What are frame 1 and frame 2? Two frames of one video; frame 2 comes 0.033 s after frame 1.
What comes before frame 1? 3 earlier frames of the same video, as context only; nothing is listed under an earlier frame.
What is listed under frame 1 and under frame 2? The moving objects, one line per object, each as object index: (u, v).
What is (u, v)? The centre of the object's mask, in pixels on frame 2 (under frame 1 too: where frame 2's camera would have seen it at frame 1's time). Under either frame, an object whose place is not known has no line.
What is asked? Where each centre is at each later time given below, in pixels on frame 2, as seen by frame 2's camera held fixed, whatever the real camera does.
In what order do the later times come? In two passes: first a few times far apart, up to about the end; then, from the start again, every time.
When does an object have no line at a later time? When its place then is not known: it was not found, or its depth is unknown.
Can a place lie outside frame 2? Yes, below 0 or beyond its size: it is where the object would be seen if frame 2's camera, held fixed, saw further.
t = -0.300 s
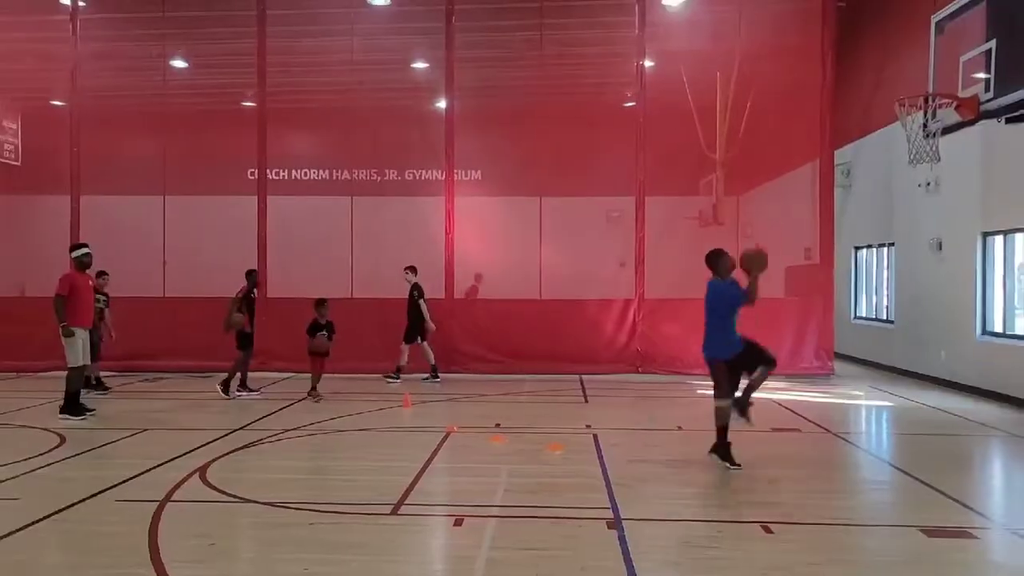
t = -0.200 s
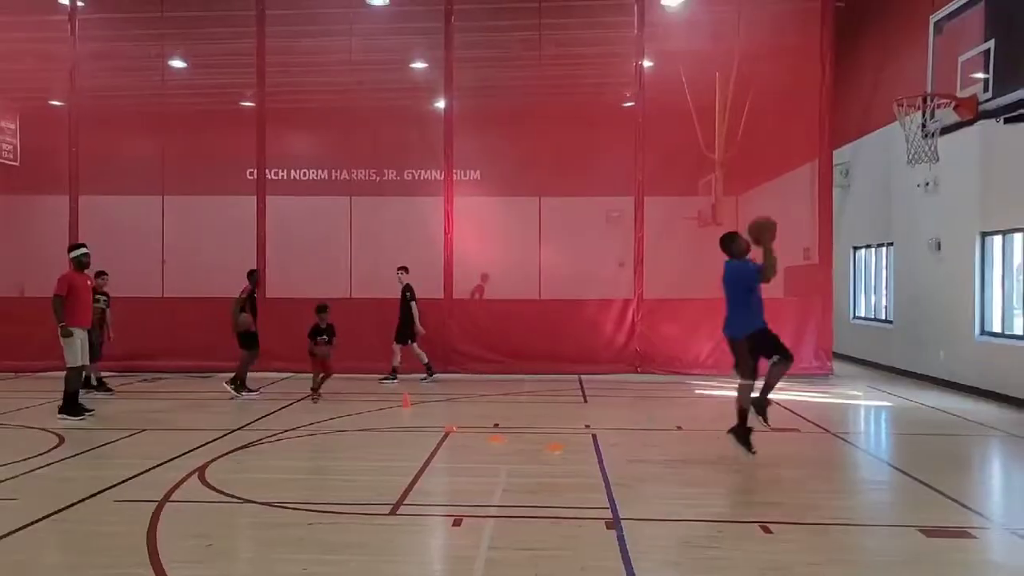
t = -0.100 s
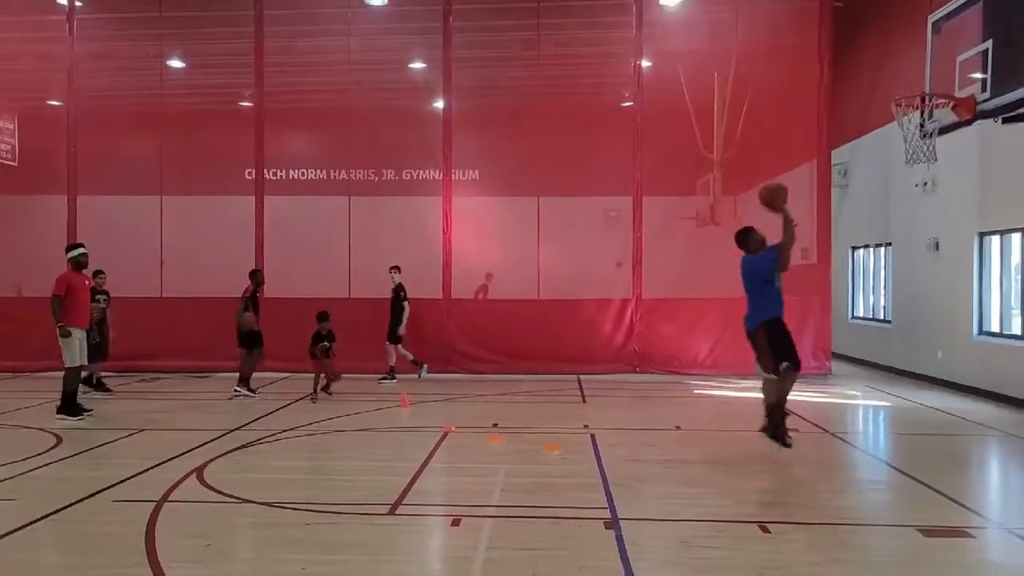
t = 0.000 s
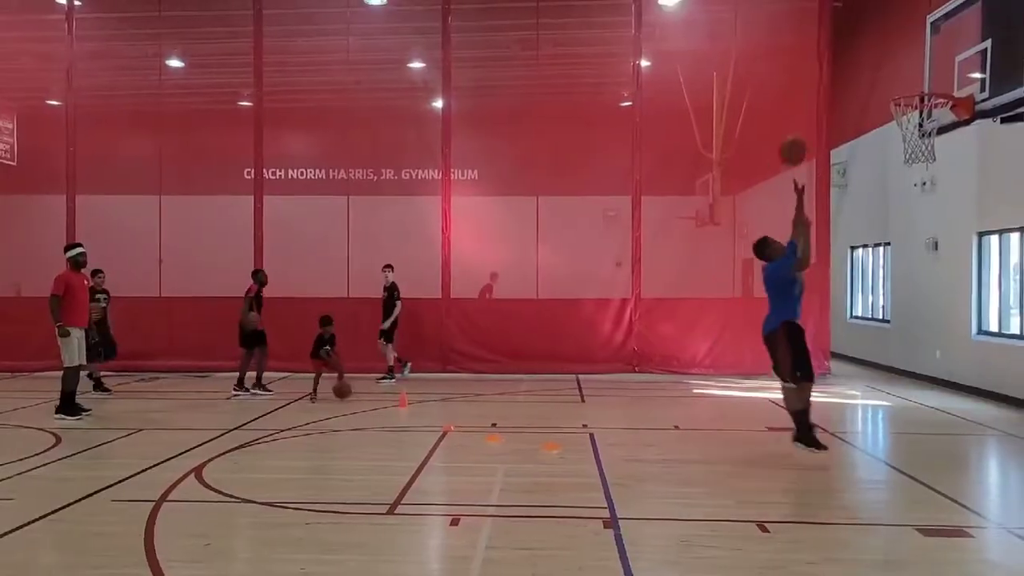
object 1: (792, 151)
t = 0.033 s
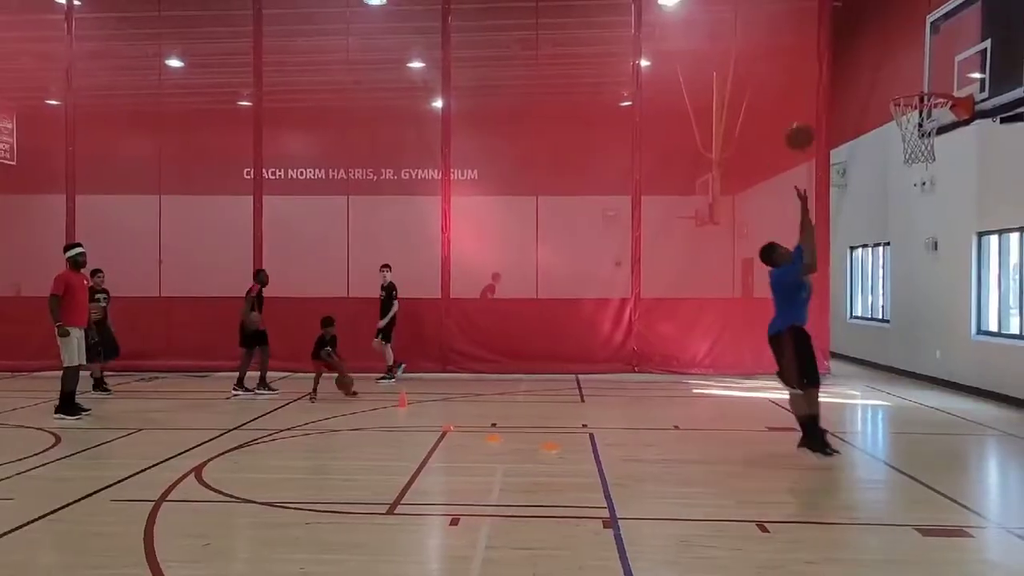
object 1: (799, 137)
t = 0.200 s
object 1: (836, 86)
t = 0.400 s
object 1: (884, 69)
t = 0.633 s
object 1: (941, 111)
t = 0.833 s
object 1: (936, 157)
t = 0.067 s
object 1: (807, 124)
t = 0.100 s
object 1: (814, 112)
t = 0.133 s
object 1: (820, 104)
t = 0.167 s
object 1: (828, 94)
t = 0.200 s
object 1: (836, 86)
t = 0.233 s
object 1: (844, 80)
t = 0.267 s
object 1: (852, 76)
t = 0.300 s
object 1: (859, 73)
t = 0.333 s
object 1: (867, 70)
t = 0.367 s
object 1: (875, 69)
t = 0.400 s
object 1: (884, 69)
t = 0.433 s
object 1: (891, 71)
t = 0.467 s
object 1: (898, 74)
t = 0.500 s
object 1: (906, 79)
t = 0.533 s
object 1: (913, 83)
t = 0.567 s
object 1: (922, 85)
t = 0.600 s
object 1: (934, 95)
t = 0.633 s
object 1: (941, 111)
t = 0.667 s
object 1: (945, 115)
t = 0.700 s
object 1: (944, 128)
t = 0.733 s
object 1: (939, 134)
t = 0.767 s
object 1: (940, 141)
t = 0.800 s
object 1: (938, 146)
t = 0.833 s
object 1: (936, 157)
